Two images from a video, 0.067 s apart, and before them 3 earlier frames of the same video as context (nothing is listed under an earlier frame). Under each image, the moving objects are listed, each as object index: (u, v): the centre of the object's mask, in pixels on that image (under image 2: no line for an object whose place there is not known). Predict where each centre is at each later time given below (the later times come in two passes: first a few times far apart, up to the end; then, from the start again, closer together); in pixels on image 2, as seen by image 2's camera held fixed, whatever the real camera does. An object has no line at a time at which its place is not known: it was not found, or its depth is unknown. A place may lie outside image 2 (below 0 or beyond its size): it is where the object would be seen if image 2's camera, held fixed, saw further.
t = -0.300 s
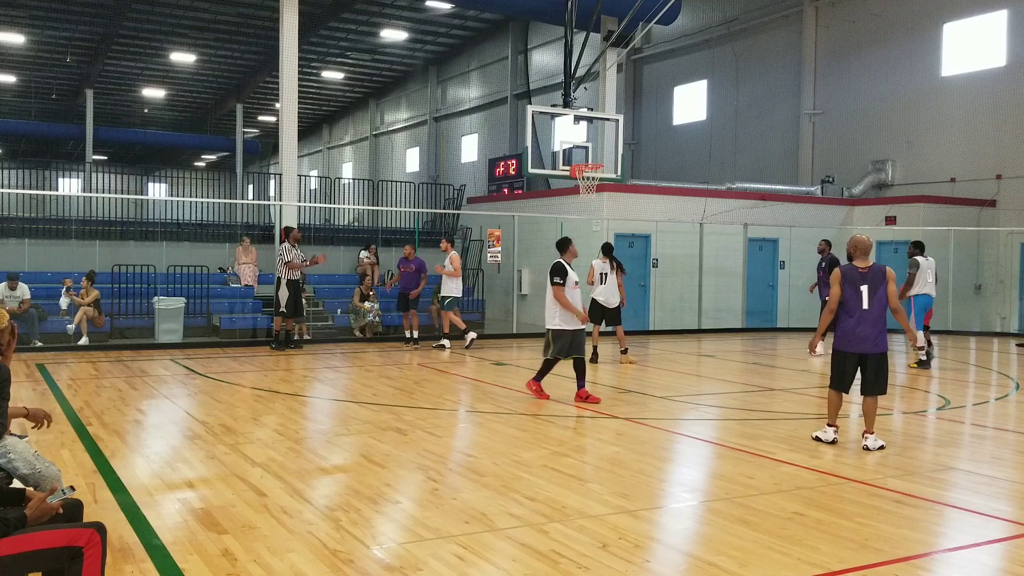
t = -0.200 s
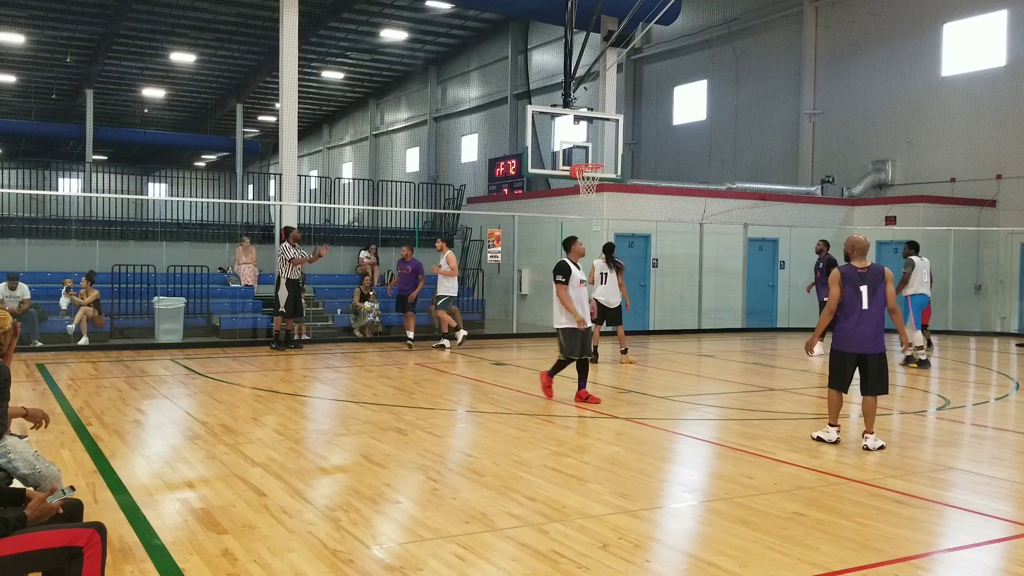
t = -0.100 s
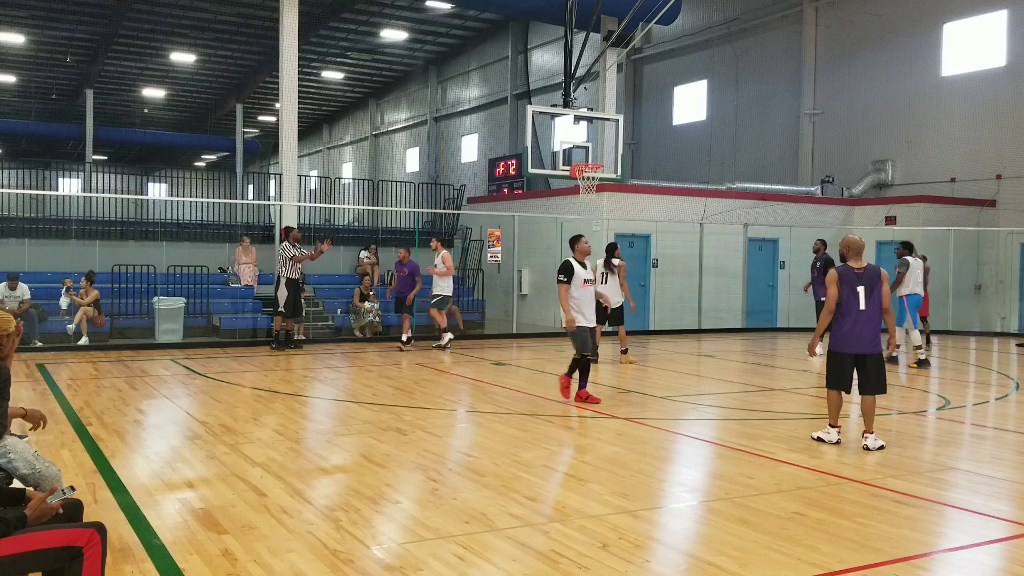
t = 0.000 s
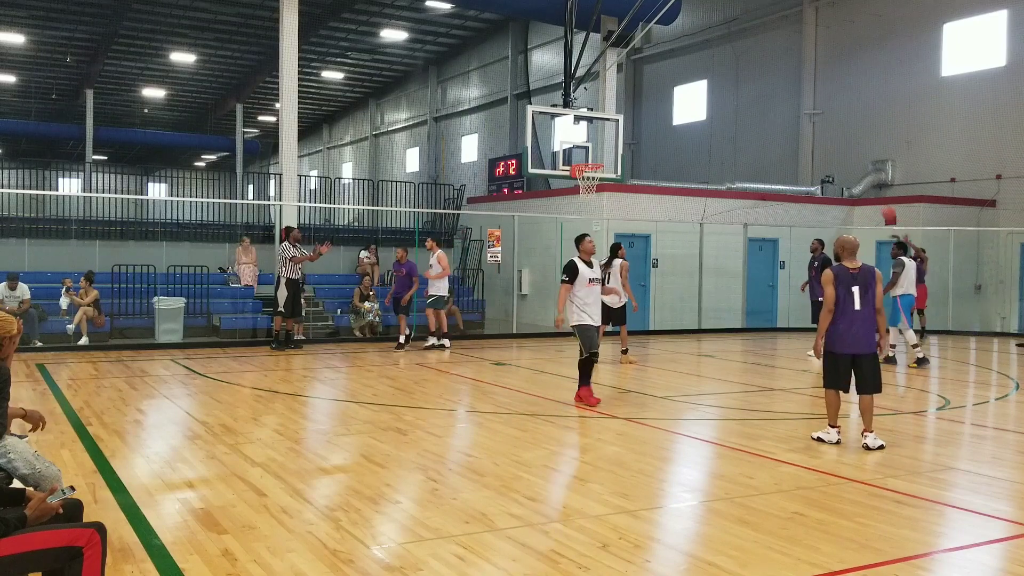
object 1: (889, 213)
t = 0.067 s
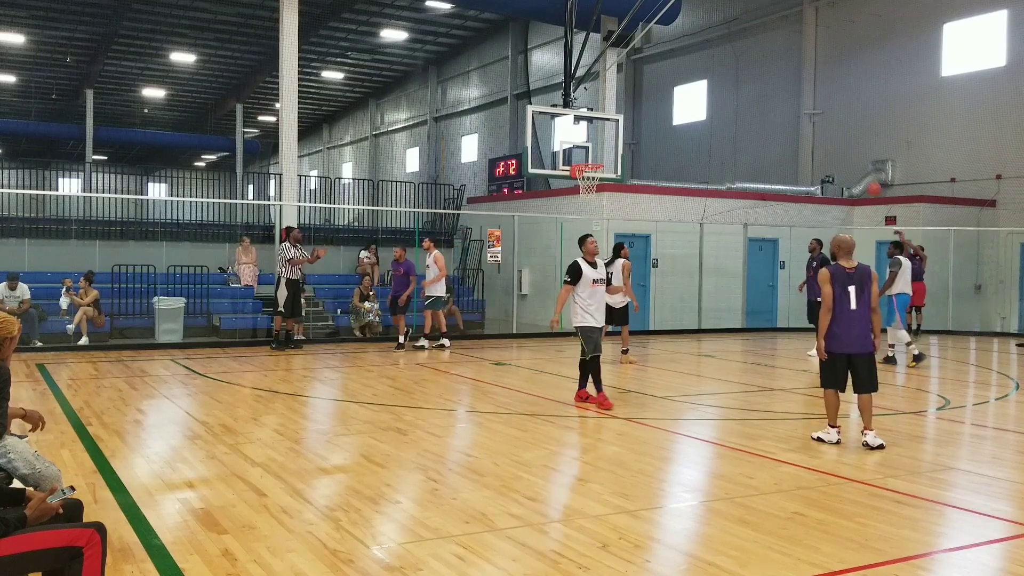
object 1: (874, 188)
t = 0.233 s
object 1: (835, 139)
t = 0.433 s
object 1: (787, 99)
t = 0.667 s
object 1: (729, 81)
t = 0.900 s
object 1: (667, 95)
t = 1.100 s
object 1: (614, 135)
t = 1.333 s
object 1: (570, 186)
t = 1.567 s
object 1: (556, 228)
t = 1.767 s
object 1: (543, 291)
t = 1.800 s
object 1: (542, 298)
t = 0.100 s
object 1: (867, 178)
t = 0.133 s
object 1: (859, 167)
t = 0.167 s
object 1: (851, 158)
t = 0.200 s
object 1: (843, 148)
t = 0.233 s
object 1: (835, 139)
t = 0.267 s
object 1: (827, 131)
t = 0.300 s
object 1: (819, 123)
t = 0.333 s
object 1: (811, 117)
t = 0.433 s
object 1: (787, 99)
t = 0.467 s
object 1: (779, 94)
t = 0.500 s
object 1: (771, 90)
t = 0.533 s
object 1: (763, 87)
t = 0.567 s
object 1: (755, 84)
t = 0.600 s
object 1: (746, 82)
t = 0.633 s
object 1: (738, 81)
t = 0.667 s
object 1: (729, 81)
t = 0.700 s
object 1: (721, 81)
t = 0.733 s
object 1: (713, 81)
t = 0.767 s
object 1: (705, 83)
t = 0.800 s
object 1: (694, 84)
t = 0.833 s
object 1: (686, 87)
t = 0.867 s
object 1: (676, 91)
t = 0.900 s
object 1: (667, 95)
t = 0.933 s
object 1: (659, 100)
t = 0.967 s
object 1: (651, 106)
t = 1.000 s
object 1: (642, 112)
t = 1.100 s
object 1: (614, 135)
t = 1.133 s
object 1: (605, 144)
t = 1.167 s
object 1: (596, 154)
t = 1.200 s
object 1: (586, 161)
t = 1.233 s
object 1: (577, 174)
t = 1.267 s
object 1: (574, 182)
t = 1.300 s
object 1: (572, 182)
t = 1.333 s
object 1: (570, 186)
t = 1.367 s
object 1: (568, 189)
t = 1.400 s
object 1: (566, 194)
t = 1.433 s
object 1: (564, 200)
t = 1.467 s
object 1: (562, 206)
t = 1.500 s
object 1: (560, 213)
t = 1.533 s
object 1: (558, 220)
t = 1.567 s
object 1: (556, 228)
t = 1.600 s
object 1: (554, 237)
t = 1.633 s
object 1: (552, 247)
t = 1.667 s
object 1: (550, 257)
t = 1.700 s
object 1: (548, 268)
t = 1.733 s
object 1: (546, 280)
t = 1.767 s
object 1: (543, 291)
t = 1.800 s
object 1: (542, 298)
